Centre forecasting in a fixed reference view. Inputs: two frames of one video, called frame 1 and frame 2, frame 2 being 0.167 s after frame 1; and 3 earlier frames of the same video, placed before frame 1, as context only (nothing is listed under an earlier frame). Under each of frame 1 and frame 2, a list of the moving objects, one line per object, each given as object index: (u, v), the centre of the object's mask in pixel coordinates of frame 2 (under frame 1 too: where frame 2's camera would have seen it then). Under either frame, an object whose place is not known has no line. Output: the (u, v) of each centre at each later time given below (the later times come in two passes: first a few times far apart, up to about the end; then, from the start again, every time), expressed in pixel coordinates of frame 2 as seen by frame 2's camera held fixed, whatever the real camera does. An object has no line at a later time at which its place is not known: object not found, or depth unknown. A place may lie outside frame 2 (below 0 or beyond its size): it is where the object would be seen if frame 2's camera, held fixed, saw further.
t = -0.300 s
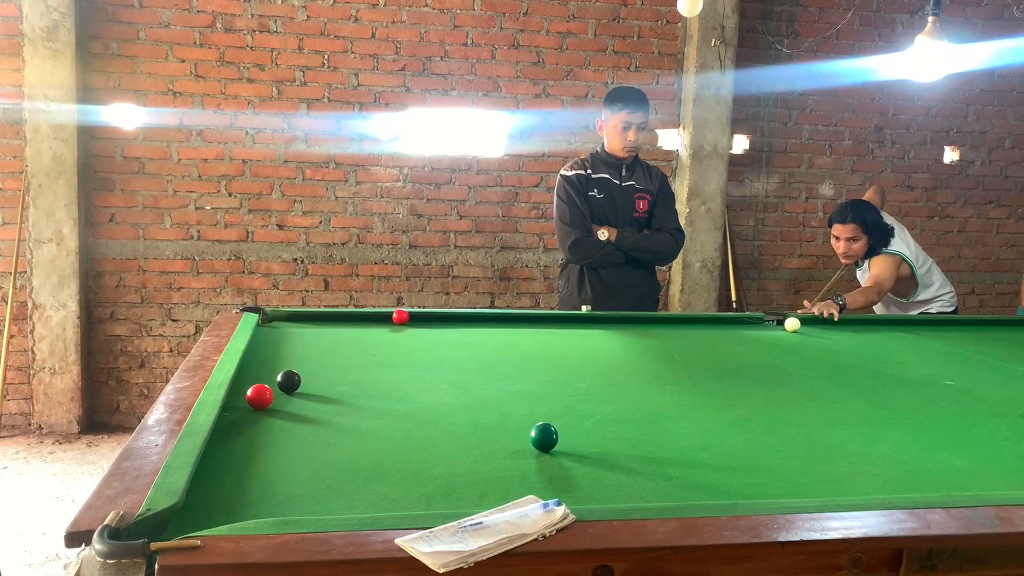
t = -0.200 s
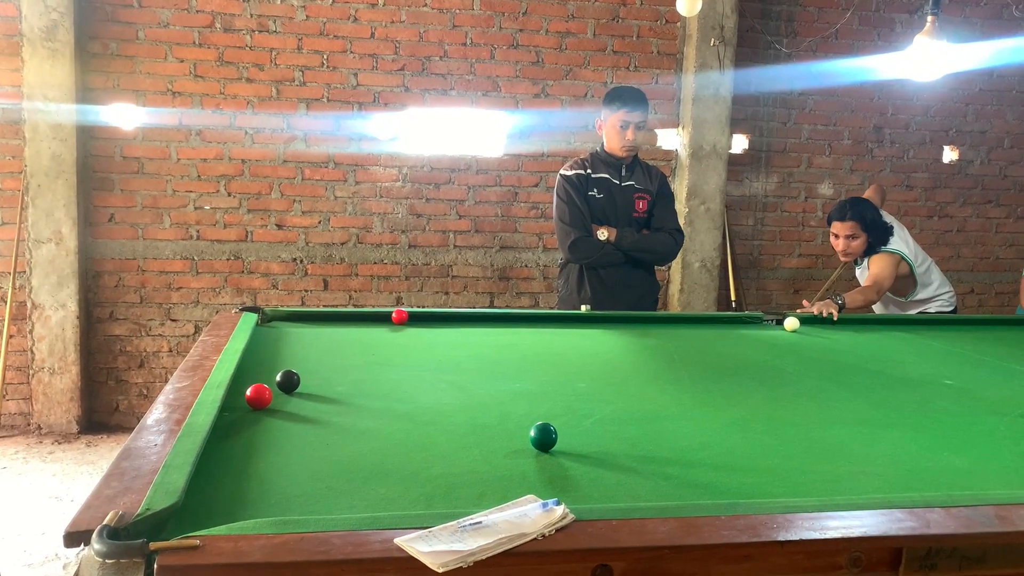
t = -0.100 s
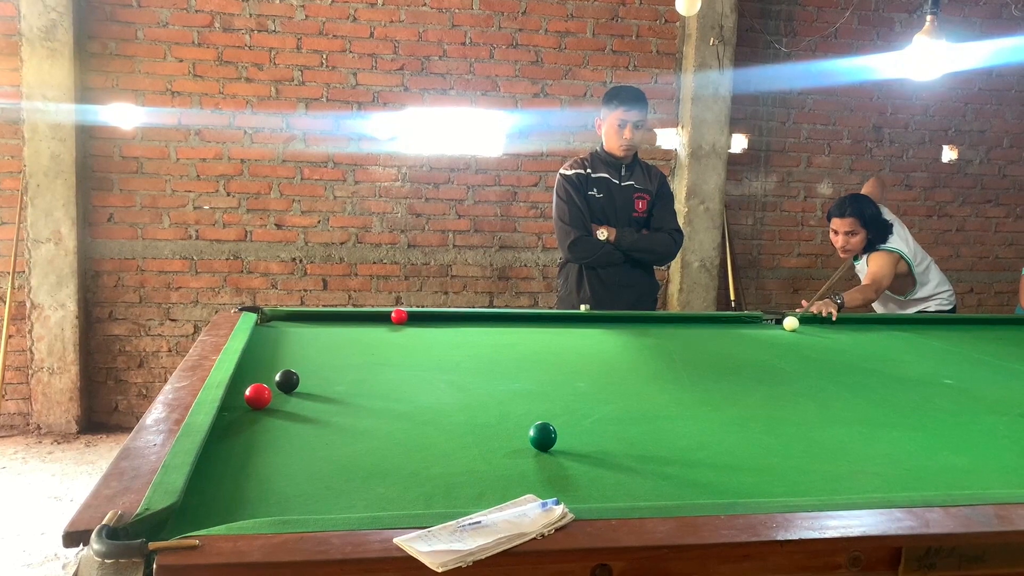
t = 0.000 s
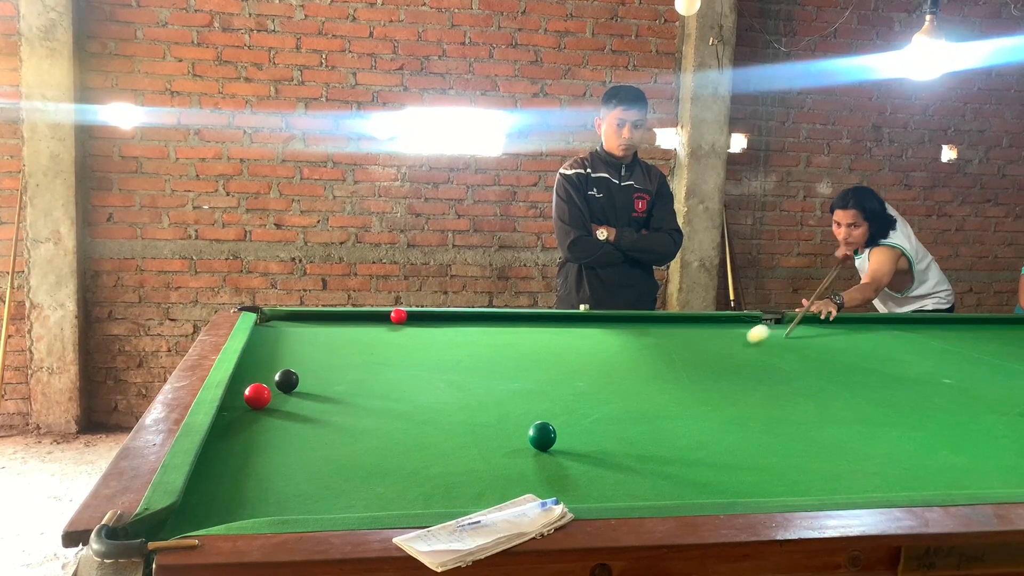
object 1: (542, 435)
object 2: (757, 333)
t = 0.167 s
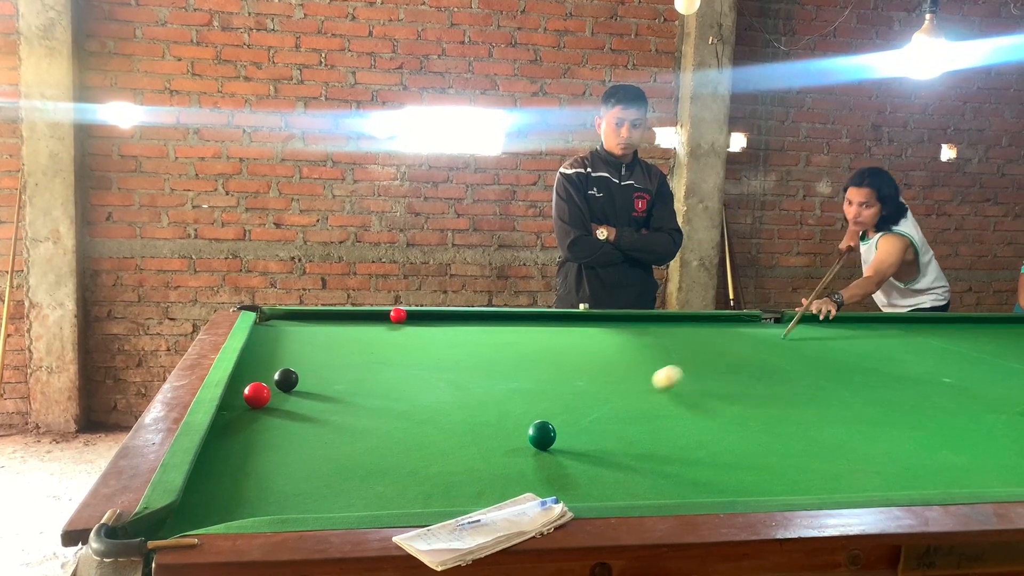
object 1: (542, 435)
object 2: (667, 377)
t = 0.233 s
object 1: (542, 435)
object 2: (618, 401)
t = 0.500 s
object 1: (198, 502)
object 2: (665, 480)
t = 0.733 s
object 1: (421, 492)
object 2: (682, 463)
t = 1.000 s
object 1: (603, 461)
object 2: (667, 425)
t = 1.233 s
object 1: (726, 439)
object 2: (658, 399)
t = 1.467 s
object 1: (825, 423)
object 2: (651, 379)
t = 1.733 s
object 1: (915, 405)
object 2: (646, 361)
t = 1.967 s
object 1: (980, 393)
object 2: (643, 348)
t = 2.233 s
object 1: (1041, 381)
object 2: (639, 336)
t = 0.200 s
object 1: (542, 435)
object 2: (643, 390)
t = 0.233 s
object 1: (542, 435)
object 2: (618, 401)
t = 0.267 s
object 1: (542, 435)
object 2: (589, 416)
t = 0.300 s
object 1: (539, 435)
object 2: (566, 428)
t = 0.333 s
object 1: (488, 440)
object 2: (581, 433)
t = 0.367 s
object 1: (435, 453)
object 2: (599, 442)
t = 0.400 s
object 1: (380, 464)
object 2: (616, 451)
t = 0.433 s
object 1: (320, 477)
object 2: (633, 461)
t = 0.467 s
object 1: (257, 490)
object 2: (649, 470)
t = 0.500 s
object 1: (198, 502)
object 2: (665, 480)
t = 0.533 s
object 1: (230, 504)
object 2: (680, 488)
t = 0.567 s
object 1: (269, 506)
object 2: (692, 492)
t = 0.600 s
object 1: (305, 507)
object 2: (691, 488)
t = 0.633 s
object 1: (336, 503)
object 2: (689, 483)
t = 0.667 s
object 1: (366, 500)
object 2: (687, 476)
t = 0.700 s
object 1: (394, 496)
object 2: (684, 469)
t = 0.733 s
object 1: (421, 492)
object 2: (682, 463)
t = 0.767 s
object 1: (447, 489)
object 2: (680, 458)
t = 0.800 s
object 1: (472, 485)
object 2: (678, 452)
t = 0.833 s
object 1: (496, 480)
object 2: (675, 447)
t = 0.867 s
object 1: (519, 475)
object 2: (674, 442)
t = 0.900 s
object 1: (541, 472)
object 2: (672, 438)
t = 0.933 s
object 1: (562, 468)
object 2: (670, 433)
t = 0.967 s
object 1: (583, 464)
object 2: (668, 429)
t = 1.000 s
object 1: (603, 461)
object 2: (667, 425)
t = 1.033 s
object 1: (623, 457)
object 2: (665, 421)
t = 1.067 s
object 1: (641, 454)
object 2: (664, 417)
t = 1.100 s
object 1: (659, 451)
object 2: (663, 413)
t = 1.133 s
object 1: (676, 448)
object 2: (661, 409)
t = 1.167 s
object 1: (693, 445)
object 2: (660, 406)
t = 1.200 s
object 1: (710, 442)
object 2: (659, 402)
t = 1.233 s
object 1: (726, 439)
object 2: (658, 399)
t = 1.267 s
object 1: (741, 437)
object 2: (657, 396)
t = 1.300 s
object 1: (756, 434)
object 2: (656, 393)
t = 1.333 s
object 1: (770, 432)
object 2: (655, 390)
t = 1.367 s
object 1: (785, 429)
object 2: (654, 387)
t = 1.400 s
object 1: (799, 427)
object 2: (653, 384)
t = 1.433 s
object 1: (812, 425)
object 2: (652, 382)
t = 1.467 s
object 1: (825, 423)
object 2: (651, 379)
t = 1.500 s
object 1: (837, 420)
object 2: (650, 377)
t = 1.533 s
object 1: (850, 418)
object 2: (650, 374)
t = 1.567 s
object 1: (861, 416)
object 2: (649, 372)
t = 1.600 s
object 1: (872, 414)
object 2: (648, 370)
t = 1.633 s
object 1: (883, 411)
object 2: (648, 367)
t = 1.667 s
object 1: (894, 409)
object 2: (647, 365)
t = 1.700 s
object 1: (905, 407)
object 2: (647, 363)
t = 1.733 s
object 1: (915, 405)
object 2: (646, 361)
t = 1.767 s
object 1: (925, 404)
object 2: (645, 359)
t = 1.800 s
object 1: (935, 402)
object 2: (645, 357)
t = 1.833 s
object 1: (945, 400)
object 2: (644, 355)
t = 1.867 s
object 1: (954, 398)
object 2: (644, 353)
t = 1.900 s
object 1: (963, 397)
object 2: (644, 352)
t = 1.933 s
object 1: (972, 395)
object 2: (643, 350)
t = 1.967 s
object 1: (980, 393)
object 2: (643, 348)
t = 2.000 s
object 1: (989, 392)
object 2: (642, 346)
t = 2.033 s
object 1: (997, 390)
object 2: (642, 345)
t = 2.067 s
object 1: (1004, 389)
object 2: (641, 343)
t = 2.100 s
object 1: (1012, 387)
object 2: (641, 342)
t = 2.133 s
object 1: (1019, 385)
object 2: (640, 340)
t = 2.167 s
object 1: (1027, 384)
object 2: (640, 339)
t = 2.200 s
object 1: (1034, 382)
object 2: (639, 337)
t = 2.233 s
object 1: (1041, 381)
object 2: (639, 336)
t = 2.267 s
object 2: (638, 334)
